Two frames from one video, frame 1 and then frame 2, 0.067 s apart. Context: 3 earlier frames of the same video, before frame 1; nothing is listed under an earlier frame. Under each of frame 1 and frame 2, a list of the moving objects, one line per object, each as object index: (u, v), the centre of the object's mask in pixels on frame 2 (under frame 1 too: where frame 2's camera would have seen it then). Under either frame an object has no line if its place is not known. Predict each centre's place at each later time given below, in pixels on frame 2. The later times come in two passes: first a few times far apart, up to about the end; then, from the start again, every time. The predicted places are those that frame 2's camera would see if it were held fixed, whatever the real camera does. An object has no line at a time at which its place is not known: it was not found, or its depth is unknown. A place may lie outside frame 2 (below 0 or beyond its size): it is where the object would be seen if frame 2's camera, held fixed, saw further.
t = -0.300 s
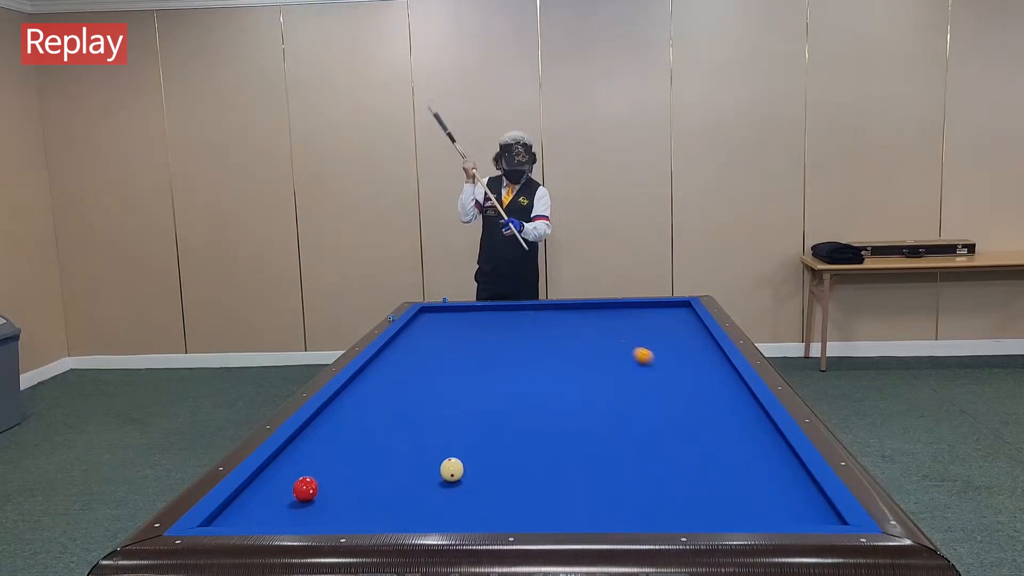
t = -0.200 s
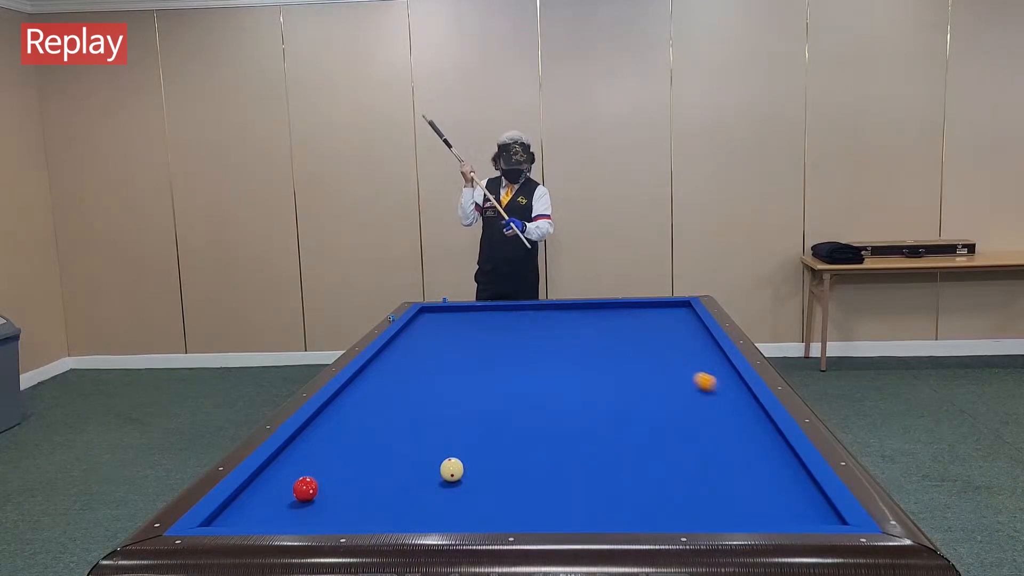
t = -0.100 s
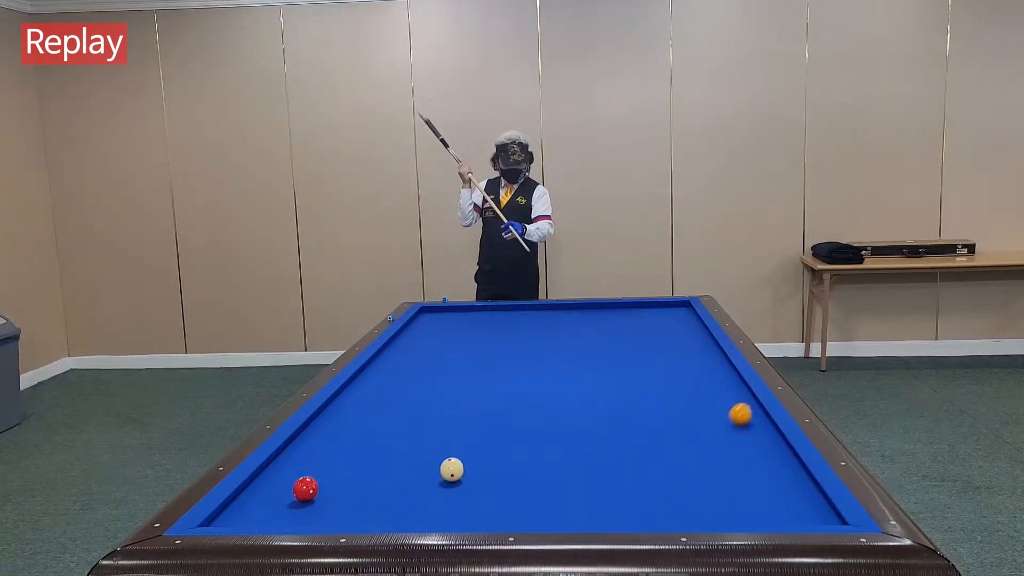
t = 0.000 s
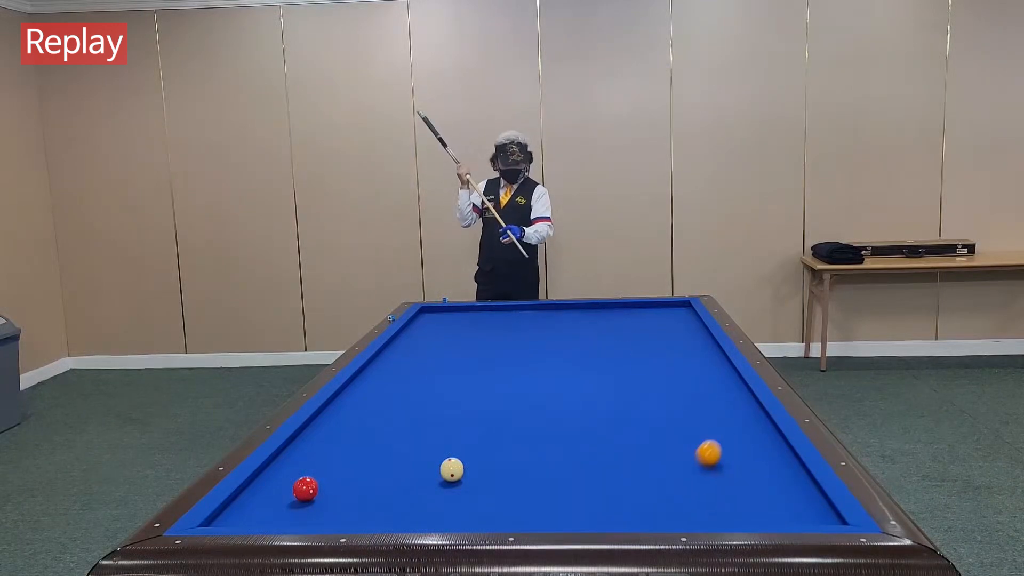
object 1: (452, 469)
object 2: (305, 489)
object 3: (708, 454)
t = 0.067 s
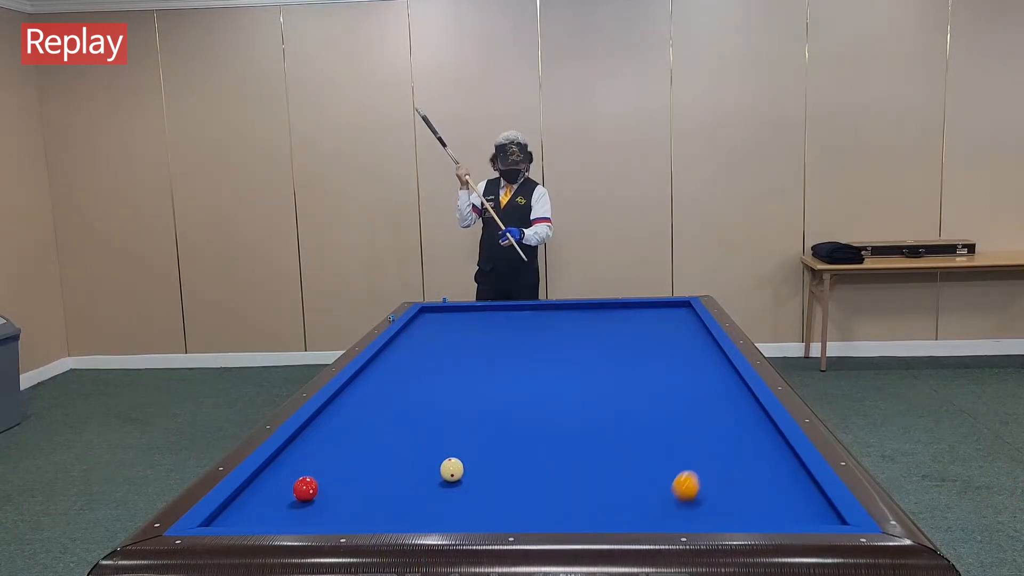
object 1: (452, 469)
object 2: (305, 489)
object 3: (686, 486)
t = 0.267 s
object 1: (452, 469)
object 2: (305, 488)
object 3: (568, 463)
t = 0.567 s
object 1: (452, 469)
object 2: (305, 488)
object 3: (448, 390)
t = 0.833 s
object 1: (452, 469)
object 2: (305, 488)
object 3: (385, 356)
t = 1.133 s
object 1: (452, 469)
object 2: (305, 489)
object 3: (449, 331)
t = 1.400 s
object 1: (452, 469)
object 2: (305, 489)
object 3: (494, 313)
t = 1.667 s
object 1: (452, 469)
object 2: (305, 489)
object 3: (534, 311)
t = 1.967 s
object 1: (452, 469)
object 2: (305, 489)
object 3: (585, 320)
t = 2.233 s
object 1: (452, 469)
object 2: (305, 489)
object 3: (635, 328)
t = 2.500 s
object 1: (452, 469)
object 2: (305, 489)
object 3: (689, 337)
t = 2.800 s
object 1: (452, 469)
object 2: (305, 489)
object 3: (686, 349)
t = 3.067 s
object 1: (452, 469)
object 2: (305, 489)
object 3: (661, 362)
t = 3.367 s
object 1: (452, 469)
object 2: (305, 489)
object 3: (630, 377)
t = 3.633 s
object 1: (452, 469)
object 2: (305, 488)
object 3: (599, 393)
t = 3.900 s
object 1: (452, 469)
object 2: (305, 488)
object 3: (565, 410)
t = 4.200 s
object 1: (452, 469)
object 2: (305, 489)
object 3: (521, 432)
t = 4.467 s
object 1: (452, 469)
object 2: (305, 489)
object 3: (478, 453)
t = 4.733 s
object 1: (440, 484)
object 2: (305, 489)
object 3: (441, 462)
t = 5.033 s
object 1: (423, 505)
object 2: (305, 489)
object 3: (405, 469)
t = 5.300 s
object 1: (410, 517)
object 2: (305, 489)
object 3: (374, 473)
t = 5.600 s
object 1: (413, 509)
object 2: (305, 489)
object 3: (340, 478)
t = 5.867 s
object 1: (416, 499)
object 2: (302, 491)
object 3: (316, 478)
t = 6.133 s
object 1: (418, 491)
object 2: (296, 495)
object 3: (295, 476)
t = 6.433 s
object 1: (420, 483)
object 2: (289, 499)
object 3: (276, 477)
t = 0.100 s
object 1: (452, 469)
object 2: (305, 489)
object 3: (674, 505)
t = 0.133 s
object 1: (452, 469)
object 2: (305, 488)
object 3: (659, 517)
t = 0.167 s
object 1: (452, 469)
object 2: (305, 488)
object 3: (633, 506)
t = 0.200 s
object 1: (452, 469)
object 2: (305, 488)
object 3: (610, 490)
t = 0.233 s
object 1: (452, 469)
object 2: (305, 488)
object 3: (588, 476)
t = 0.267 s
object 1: (452, 469)
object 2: (305, 488)
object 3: (568, 463)
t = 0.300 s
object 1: (452, 469)
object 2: (305, 488)
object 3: (550, 452)
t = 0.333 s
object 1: (452, 469)
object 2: (305, 488)
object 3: (534, 442)
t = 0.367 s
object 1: (452, 469)
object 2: (305, 488)
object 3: (519, 432)
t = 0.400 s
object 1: (452, 469)
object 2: (305, 488)
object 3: (505, 424)
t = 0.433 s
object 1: (452, 469)
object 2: (305, 488)
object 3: (492, 415)
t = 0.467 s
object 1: (452, 469)
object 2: (305, 488)
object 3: (480, 408)
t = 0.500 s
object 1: (452, 469)
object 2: (305, 488)
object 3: (469, 401)
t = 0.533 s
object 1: (452, 469)
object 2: (305, 488)
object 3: (458, 395)
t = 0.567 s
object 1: (452, 469)
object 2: (305, 488)
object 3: (448, 390)
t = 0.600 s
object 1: (452, 469)
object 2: (305, 488)
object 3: (439, 384)
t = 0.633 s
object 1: (452, 469)
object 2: (305, 488)
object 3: (430, 379)
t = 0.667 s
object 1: (452, 469)
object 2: (305, 488)
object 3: (421, 374)
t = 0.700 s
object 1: (452, 469)
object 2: (305, 488)
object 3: (414, 370)
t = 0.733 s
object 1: (452, 469)
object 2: (305, 488)
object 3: (406, 366)
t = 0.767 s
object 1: (452, 469)
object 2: (305, 488)
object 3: (399, 362)
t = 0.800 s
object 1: (452, 469)
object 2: (305, 488)
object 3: (392, 359)
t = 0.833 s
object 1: (452, 469)
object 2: (305, 488)
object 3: (385, 356)
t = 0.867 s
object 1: (452, 469)
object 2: (305, 488)
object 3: (384, 352)
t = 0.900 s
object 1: (452, 469)
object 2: (305, 488)
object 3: (394, 349)
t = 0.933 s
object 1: (452, 469)
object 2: (305, 488)
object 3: (404, 346)
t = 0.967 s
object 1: (452, 469)
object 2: (305, 488)
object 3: (413, 343)
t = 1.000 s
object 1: (452, 469)
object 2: (305, 488)
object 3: (422, 341)
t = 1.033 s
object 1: (452, 469)
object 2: (305, 488)
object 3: (429, 338)
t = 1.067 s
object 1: (452, 469)
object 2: (305, 489)
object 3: (436, 335)
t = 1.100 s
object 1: (452, 469)
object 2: (305, 489)
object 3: (443, 333)
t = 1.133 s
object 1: (452, 469)
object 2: (305, 489)
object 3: (449, 331)
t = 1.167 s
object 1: (452, 469)
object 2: (305, 489)
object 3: (455, 328)
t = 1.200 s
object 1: (452, 469)
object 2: (305, 489)
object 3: (461, 326)
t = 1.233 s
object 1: (452, 469)
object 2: (305, 489)
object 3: (467, 324)
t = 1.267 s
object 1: (452, 469)
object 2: (305, 489)
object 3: (473, 321)
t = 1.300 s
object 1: (452, 469)
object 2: (305, 489)
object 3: (478, 319)
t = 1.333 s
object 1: (452, 469)
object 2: (305, 489)
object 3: (484, 317)
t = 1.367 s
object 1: (452, 469)
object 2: (305, 489)
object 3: (489, 315)
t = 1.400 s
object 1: (452, 469)
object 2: (305, 489)
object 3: (494, 313)
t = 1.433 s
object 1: (452, 469)
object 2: (305, 489)
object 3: (499, 311)
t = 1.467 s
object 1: (452, 469)
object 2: (305, 489)
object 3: (504, 309)
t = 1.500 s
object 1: (452, 469)
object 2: (305, 489)
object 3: (509, 307)
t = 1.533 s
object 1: (452, 469)
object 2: (305, 489)
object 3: (513, 307)
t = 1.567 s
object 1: (452, 469)
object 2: (305, 489)
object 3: (518, 308)
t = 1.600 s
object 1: (452, 469)
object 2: (305, 489)
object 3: (524, 309)
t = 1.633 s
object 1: (452, 469)
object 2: (305, 489)
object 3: (529, 310)
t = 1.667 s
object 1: (452, 469)
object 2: (305, 489)
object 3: (534, 311)
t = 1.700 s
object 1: (452, 469)
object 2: (305, 489)
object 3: (540, 313)
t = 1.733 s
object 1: (452, 469)
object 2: (305, 489)
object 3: (545, 314)
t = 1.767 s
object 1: (452, 469)
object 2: (305, 489)
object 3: (551, 315)
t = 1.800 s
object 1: (452, 469)
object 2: (305, 489)
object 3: (556, 315)
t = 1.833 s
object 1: (452, 469)
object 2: (305, 489)
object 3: (562, 316)
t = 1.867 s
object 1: (452, 469)
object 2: (305, 489)
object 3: (568, 317)
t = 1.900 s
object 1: (452, 469)
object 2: (305, 489)
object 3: (574, 318)
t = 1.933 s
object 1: (452, 469)
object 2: (305, 489)
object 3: (579, 319)
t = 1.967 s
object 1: (452, 469)
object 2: (305, 489)
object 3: (585, 320)
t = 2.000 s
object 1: (452, 469)
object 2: (305, 489)
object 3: (591, 321)
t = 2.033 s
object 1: (452, 469)
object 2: (305, 489)
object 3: (597, 322)
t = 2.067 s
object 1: (452, 469)
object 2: (305, 489)
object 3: (603, 323)
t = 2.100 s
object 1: (452, 469)
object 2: (305, 489)
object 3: (609, 324)
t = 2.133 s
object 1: (452, 469)
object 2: (305, 489)
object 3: (616, 325)
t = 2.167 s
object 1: (452, 469)
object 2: (305, 489)
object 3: (622, 326)
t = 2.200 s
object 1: (452, 469)
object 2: (305, 489)
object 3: (628, 327)
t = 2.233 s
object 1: (452, 469)
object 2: (305, 489)
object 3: (635, 328)
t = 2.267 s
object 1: (452, 469)
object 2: (305, 489)
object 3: (641, 329)
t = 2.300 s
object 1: (452, 469)
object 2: (305, 489)
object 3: (648, 330)
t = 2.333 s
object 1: (452, 469)
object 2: (305, 489)
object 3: (655, 331)
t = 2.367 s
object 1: (452, 469)
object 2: (305, 489)
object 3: (661, 332)
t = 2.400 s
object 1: (452, 469)
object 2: (305, 489)
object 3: (668, 333)
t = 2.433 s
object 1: (452, 469)
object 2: (305, 489)
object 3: (675, 334)
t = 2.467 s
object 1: (452, 469)
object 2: (305, 489)
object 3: (682, 335)
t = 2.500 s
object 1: (452, 469)
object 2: (305, 489)
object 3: (689, 337)
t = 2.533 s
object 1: (452, 469)
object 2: (305, 489)
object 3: (696, 338)
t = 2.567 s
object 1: (452, 469)
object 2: (305, 489)
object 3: (704, 339)
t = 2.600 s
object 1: (452, 469)
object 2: (305, 489)
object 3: (707, 340)
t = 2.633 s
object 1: (452, 469)
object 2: (305, 489)
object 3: (703, 342)
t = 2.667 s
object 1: (452, 469)
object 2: (305, 489)
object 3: (699, 343)
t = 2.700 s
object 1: (452, 469)
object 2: (305, 489)
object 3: (696, 345)
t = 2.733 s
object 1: (452, 469)
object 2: (305, 489)
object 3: (692, 346)
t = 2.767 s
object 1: (452, 469)
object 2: (305, 489)
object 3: (690, 347)
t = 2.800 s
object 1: (452, 469)
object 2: (305, 489)
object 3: (686, 349)
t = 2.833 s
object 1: (452, 469)
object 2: (305, 489)
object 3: (683, 350)
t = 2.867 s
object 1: (452, 469)
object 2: (305, 488)
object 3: (680, 352)
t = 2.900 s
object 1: (452, 469)
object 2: (305, 488)
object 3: (677, 354)
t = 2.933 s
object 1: (452, 469)
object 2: (305, 488)
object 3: (674, 355)
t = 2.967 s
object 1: (452, 469)
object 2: (305, 488)
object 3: (671, 357)
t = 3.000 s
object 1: (452, 469)
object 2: (305, 488)
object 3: (668, 358)
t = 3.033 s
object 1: (452, 469)
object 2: (305, 489)
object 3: (665, 360)
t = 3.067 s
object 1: (452, 469)
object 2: (305, 489)
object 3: (661, 362)
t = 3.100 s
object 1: (452, 469)
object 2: (305, 489)
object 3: (658, 363)
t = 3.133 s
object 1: (452, 469)
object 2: (305, 489)
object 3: (655, 365)
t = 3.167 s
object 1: (452, 469)
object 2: (305, 489)
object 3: (651, 367)
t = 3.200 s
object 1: (452, 469)
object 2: (305, 489)
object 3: (648, 368)
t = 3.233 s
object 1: (452, 469)
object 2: (305, 489)
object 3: (644, 370)
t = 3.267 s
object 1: (452, 469)
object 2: (305, 489)
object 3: (641, 372)
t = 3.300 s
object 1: (452, 469)
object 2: (305, 489)
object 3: (637, 374)
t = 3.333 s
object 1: (452, 469)
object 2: (305, 489)
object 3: (633, 376)
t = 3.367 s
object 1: (452, 469)
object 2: (305, 489)
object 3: (630, 377)
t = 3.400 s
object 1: (452, 469)
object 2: (305, 489)
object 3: (626, 379)
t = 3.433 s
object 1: (452, 469)
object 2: (305, 489)
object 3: (622, 381)
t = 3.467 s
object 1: (452, 469)
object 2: (305, 488)
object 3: (619, 383)
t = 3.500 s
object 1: (452, 469)
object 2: (305, 488)
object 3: (615, 385)
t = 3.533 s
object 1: (452, 469)
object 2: (305, 488)
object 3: (611, 387)
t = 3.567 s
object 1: (452, 469)
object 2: (305, 488)
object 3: (607, 389)
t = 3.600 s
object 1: (452, 469)
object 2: (305, 488)
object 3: (603, 391)
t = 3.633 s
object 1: (452, 469)
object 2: (305, 488)
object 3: (599, 393)
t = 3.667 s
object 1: (452, 469)
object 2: (305, 488)
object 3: (595, 395)
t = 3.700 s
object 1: (452, 469)
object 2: (305, 488)
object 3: (591, 397)
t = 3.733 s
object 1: (452, 469)
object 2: (305, 488)
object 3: (587, 399)
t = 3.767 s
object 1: (452, 469)
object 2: (305, 488)
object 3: (582, 401)
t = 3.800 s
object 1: (452, 469)
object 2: (305, 488)
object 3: (578, 403)
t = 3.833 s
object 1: (452, 469)
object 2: (305, 488)
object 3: (573, 405)
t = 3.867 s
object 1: (452, 469)
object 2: (305, 488)
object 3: (569, 408)
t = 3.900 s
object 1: (452, 469)
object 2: (305, 488)
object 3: (565, 410)
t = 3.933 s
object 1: (452, 469)
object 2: (305, 488)
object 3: (560, 412)
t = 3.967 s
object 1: (452, 469)
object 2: (305, 489)
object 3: (555, 414)
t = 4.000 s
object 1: (452, 469)
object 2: (305, 489)
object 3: (551, 417)
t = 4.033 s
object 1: (452, 469)
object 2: (305, 489)
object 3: (546, 419)
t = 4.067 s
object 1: (452, 469)
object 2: (305, 489)
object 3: (541, 421)
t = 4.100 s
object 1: (452, 469)
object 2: (305, 489)
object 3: (536, 424)
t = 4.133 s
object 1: (452, 469)
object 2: (305, 489)
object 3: (531, 426)
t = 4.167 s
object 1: (452, 469)
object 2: (305, 489)
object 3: (526, 429)
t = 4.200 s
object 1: (452, 469)
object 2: (305, 489)
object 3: (521, 432)
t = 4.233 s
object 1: (452, 469)
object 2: (305, 489)
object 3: (516, 434)
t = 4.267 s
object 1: (452, 469)
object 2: (305, 489)
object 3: (511, 437)
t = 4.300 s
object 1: (452, 469)
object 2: (305, 489)
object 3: (506, 439)
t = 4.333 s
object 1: (452, 469)
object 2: (305, 489)
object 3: (500, 442)
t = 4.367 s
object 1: (452, 469)
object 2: (305, 489)
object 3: (495, 445)
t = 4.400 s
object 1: (452, 469)
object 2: (305, 489)
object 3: (489, 448)
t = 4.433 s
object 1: (452, 469)
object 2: (305, 489)
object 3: (484, 450)
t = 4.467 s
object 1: (452, 469)
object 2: (305, 489)
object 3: (478, 453)
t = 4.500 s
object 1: (452, 469)
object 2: (305, 489)
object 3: (472, 456)
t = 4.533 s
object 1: (452, 469)
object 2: (305, 489)
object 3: (467, 458)
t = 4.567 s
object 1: (452, 470)
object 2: (305, 489)
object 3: (463, 459)
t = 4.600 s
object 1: (449, 472)
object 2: (305, 489)
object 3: (458, 459)
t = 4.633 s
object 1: (447, 475)
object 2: (305, 489)
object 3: (454, 459)
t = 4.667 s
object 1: (445, 478)
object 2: (305, 489)
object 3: (449, 460)
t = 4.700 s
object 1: (442, 481)
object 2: (305, 489)
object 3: (445, 461)
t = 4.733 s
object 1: (440, 484)
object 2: (305, 489)
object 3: (441, 462)
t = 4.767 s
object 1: (439, 486)
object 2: (305, 489)
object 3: (436, 463)
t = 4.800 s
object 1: (437, 488)
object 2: (305, 489)
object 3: (433, 464)
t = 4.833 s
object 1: (435, 490)
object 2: (305, 489)
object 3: (429, 465)
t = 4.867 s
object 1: (433, 493)
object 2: (305, 489)
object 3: (425, 466)
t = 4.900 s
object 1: (431, 495)
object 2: (305, 489)
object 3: (421, 466)
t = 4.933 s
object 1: (429, 498)
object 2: (305, 489)
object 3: (417, 467)
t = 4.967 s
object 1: (427, 500)
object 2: (305, 489)
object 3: (413, 468)
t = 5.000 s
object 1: (425, 503)
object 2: (305, 489)
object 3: (409, 468)
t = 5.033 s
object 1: (423, 505)
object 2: (305, 489)
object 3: (405, 469)
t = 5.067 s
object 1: (421, 508)
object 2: (305, 489)
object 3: (401, 469)
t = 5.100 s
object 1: (419, 511)
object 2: (305, 489)
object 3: (397, 470)
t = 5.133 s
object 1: (417, 513)
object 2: (305, 489)
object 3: (393, 471)
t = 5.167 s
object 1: (415, 515)
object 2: (305, 489)
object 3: (389, 471)
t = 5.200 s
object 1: (413, 516)
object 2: (305, 489)
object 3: (385, 472)
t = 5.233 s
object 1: (411, 518)
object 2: (305, 489)
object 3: (382, 472)
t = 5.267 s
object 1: (409, 518)
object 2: (305, 489)
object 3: (378, 473)
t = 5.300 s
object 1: (410, 517)
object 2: (305, 489)
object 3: (374, 473)
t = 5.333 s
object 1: (410, 516)
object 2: (305, 489)
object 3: (370, 474)
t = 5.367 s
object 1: (411, 516)
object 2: (305, 489)
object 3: (366, 475)
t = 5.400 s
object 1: (411, 515)
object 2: (305, 489)
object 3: (363, 475)
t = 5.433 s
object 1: (411, 514)
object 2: (305, 489)
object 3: (359, 476)
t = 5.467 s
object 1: (412, 513)
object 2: (305, 489)
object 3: (355, 476)
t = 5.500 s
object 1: (412, 512)
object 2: (305, 489)
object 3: (351, 477)
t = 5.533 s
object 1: (412, 511)
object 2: (305, 489)
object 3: (348, 477)
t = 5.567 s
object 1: (413, 510)
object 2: (305, 489)
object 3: (344, 478)
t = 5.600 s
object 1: (413, 509)
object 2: (305, 489)
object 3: (340, 478)
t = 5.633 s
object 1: (413, 507)
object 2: (305, 489)
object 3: (337, 479)
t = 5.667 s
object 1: (414, 506)
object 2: (305, 489)
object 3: (333, 479)
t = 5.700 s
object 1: (414, 505)
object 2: (305, 489)
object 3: (329, 480)
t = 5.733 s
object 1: (414, 504)
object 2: (305, 489)
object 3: (326, 480)
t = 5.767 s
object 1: (415, 503)
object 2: (305, 489)
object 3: (324, 480)
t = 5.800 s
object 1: (415, 501)
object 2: (304, 489)
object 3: (321, 479)
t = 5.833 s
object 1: (415, 500)
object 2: (303, 490)
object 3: (319, 479)
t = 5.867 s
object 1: (416, 499)
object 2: (302, 491)
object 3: (316, 478)
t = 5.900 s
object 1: (416, 498)
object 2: (302, 491)
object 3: (314, 478)
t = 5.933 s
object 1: (416, 497)
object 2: (301, 492)
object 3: (311, 477)
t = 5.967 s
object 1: (417, 496)
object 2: (300, 492)
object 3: (309, 477)
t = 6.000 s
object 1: (417, 495)
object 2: (299, 493)
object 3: (306, 477)
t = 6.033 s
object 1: (417, 494)
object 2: (298, 493)
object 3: (303, 476)
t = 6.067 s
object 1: (418, 493)
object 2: (297, 494)
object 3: (301, 476)
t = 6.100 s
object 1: (418, 492)
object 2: (296, 495)
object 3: (298, 476)
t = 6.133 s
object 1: (418, 491)
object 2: (296, 495)
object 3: (295, 476)
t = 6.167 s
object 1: (418, 490)
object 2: (295, 495)
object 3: (293, 476)
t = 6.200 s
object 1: (418, 489)
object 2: (294, 496)
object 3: (291, 476)
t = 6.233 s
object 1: (418, 488)
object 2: (293, 496)
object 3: (288, 477)
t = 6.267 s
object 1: (419, 487)
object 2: (292, 497)
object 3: (286, 477)
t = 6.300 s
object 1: (419, 486)
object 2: (292, 497)
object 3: (284, 477)
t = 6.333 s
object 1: (419, 485)
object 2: (291, 498)
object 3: (282, 477)
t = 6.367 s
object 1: (419, 484)
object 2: (290, 498)
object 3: (280, 477)
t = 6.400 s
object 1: (419, 483)
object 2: (289, 499)
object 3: (278, 477)
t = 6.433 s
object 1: (420, 483)
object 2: (289, 499)
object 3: (276, 477)
